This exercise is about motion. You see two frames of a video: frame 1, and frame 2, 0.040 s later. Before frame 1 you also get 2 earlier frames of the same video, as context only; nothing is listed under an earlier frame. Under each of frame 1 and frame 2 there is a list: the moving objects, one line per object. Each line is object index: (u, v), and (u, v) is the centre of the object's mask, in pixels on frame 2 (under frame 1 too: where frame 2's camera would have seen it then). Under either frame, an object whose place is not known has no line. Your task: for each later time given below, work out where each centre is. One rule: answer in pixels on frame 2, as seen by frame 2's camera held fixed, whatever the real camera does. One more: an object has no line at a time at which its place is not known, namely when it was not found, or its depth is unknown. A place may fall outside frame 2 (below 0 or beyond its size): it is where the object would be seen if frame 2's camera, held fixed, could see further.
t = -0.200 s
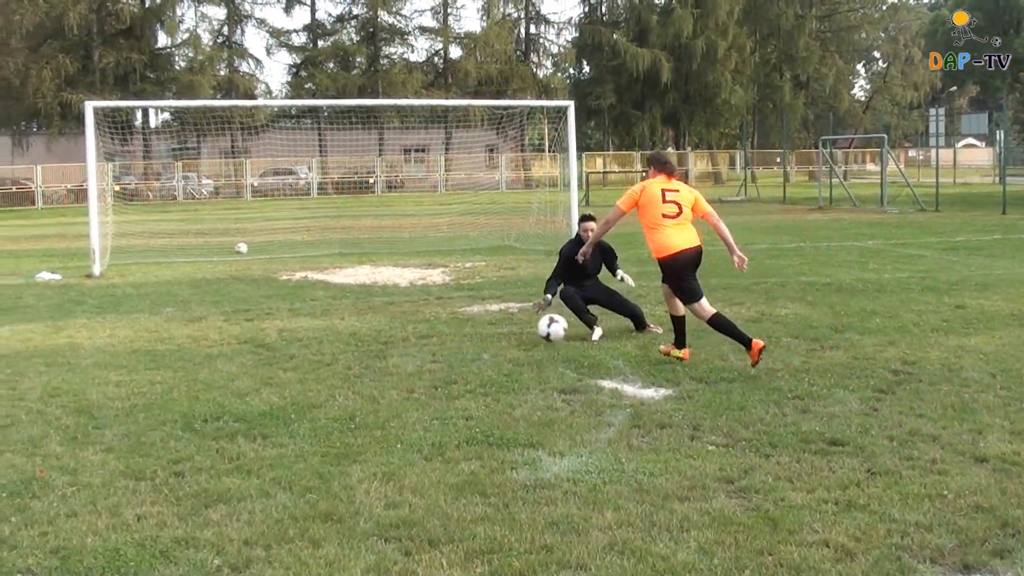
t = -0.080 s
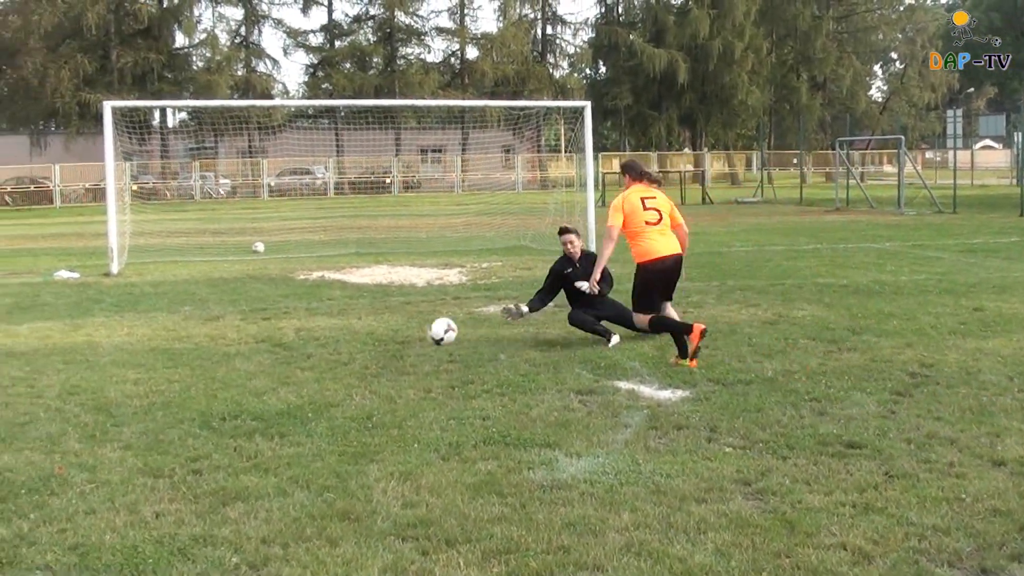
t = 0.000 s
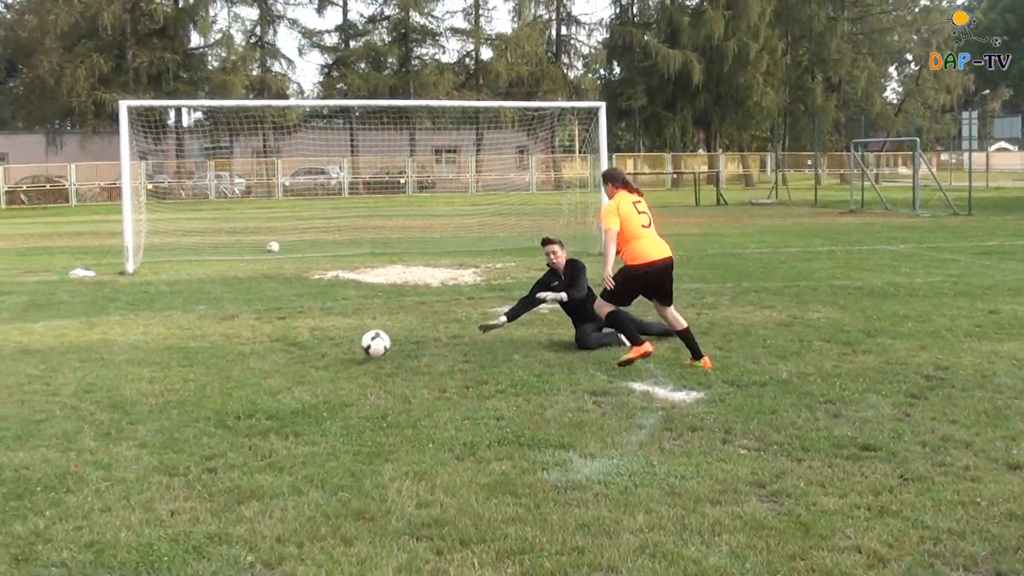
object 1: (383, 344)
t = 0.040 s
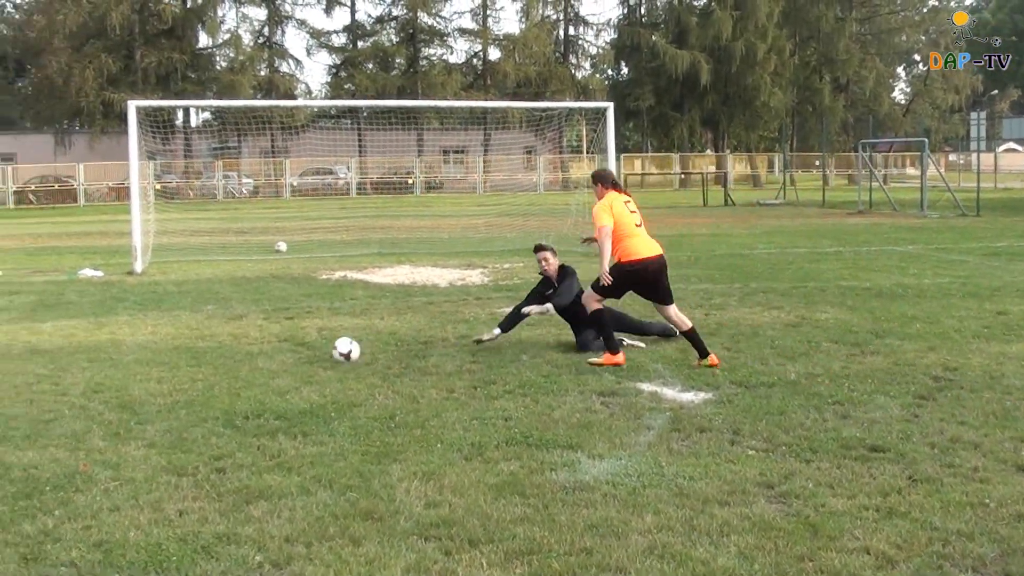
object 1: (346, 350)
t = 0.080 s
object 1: (321, 345)
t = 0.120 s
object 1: (296, 342)
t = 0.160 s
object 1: (272, 339)
